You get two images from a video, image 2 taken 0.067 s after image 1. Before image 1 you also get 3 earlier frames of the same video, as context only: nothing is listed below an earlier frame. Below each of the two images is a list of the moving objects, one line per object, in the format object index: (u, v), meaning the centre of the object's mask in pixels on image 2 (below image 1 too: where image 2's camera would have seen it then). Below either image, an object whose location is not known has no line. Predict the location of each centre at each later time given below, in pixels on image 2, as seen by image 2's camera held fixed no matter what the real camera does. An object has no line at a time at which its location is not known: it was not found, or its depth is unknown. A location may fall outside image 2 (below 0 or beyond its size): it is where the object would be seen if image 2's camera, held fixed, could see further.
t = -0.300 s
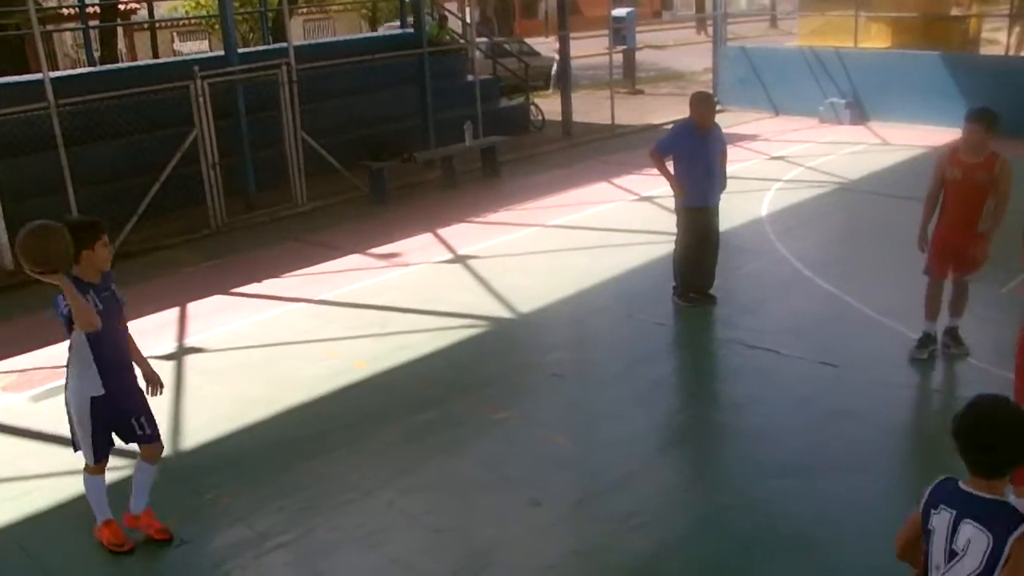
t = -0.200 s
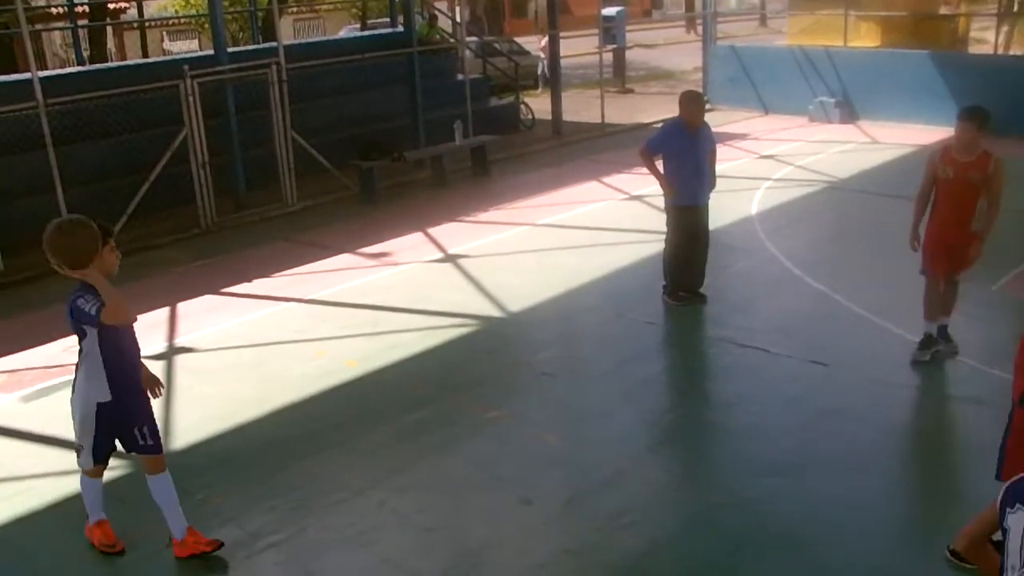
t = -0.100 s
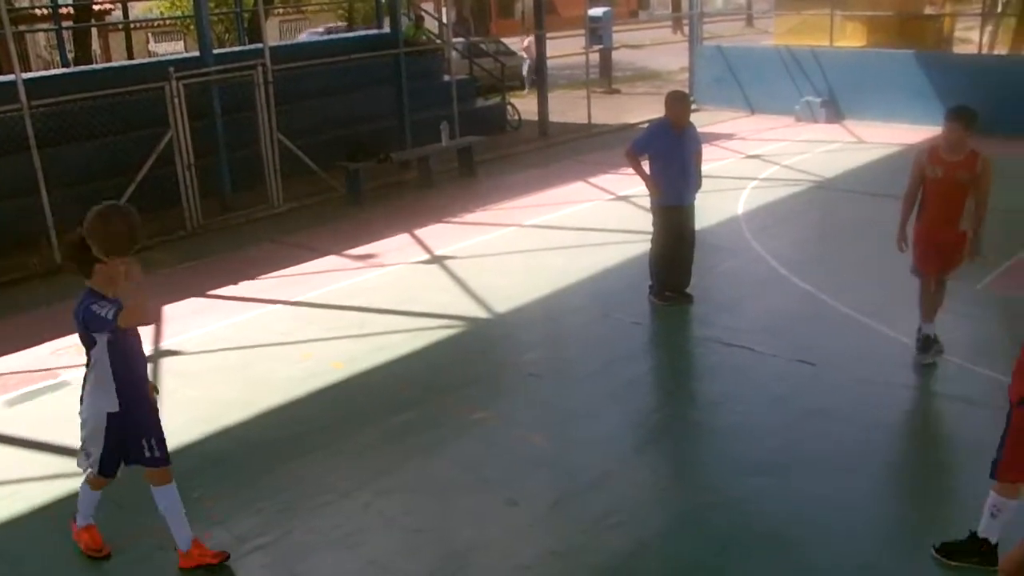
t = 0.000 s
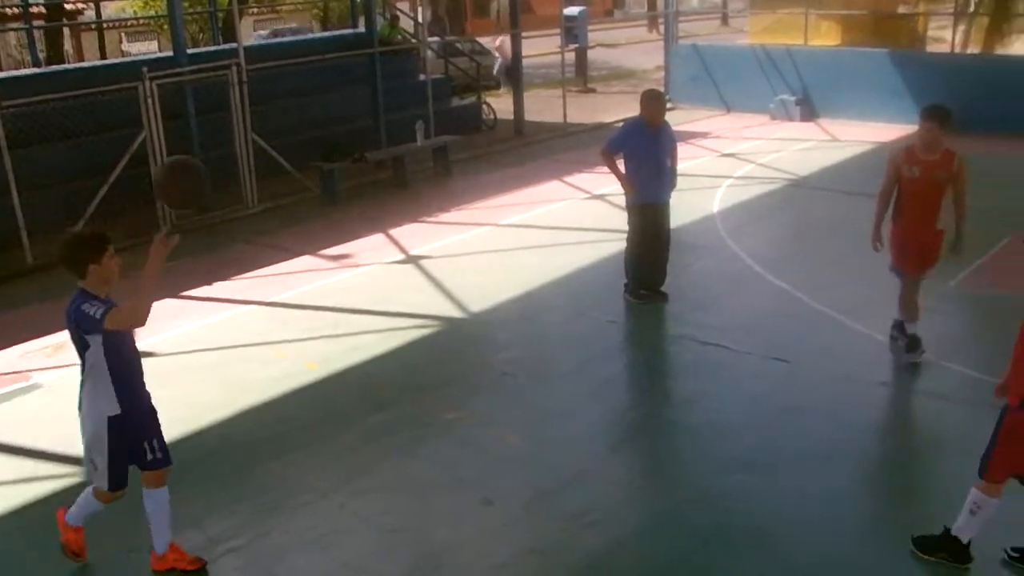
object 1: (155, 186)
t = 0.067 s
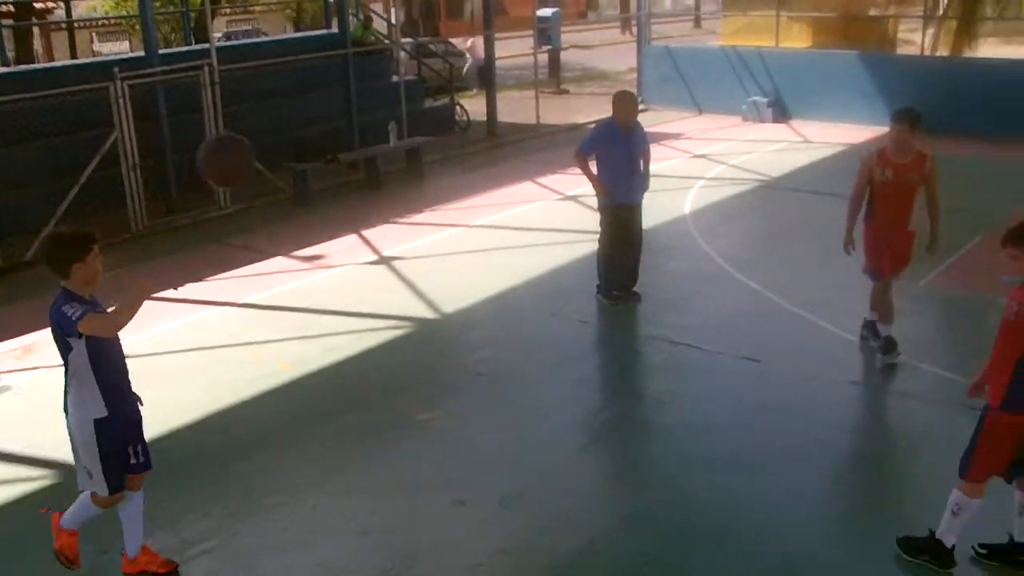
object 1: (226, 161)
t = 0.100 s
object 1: (262, 151)
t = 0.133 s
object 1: (296, 147)
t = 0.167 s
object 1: (331, 146)
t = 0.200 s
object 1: (367, 146)
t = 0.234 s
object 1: (400, 147)
